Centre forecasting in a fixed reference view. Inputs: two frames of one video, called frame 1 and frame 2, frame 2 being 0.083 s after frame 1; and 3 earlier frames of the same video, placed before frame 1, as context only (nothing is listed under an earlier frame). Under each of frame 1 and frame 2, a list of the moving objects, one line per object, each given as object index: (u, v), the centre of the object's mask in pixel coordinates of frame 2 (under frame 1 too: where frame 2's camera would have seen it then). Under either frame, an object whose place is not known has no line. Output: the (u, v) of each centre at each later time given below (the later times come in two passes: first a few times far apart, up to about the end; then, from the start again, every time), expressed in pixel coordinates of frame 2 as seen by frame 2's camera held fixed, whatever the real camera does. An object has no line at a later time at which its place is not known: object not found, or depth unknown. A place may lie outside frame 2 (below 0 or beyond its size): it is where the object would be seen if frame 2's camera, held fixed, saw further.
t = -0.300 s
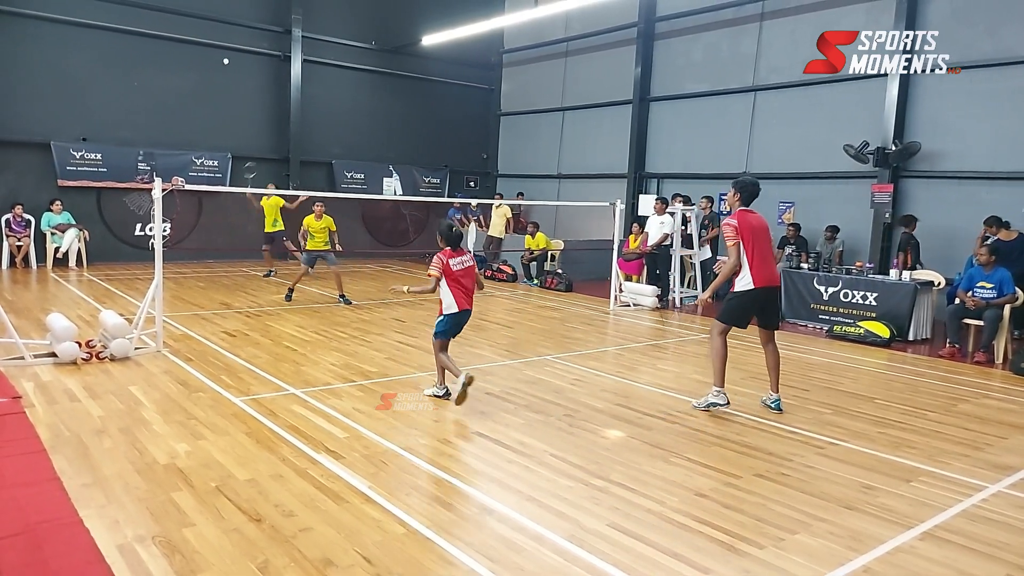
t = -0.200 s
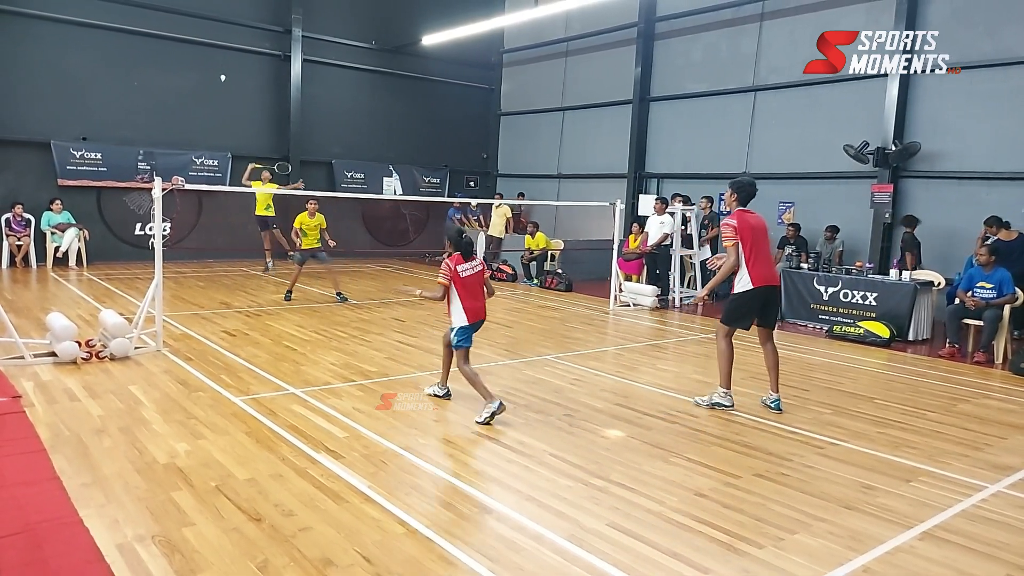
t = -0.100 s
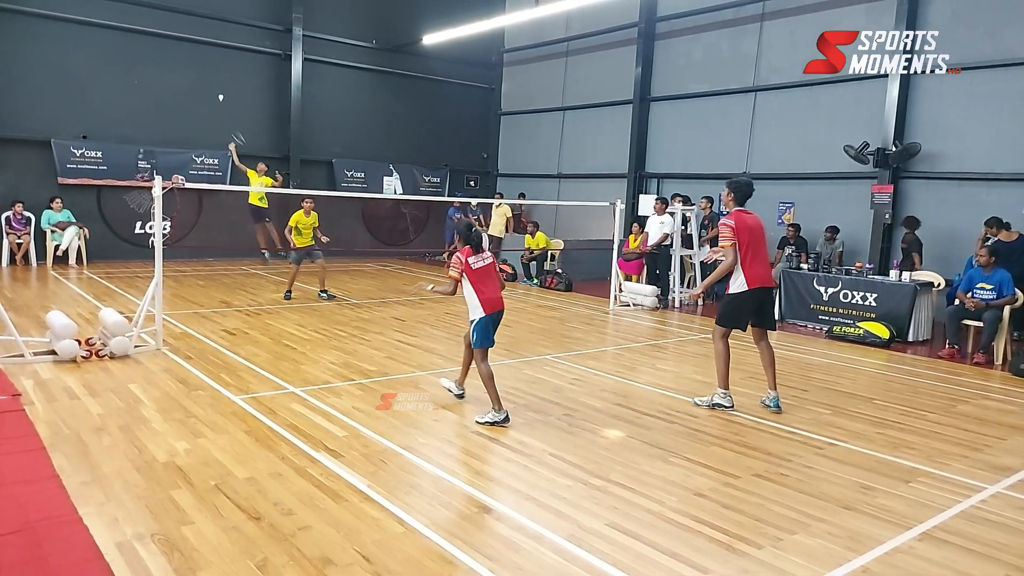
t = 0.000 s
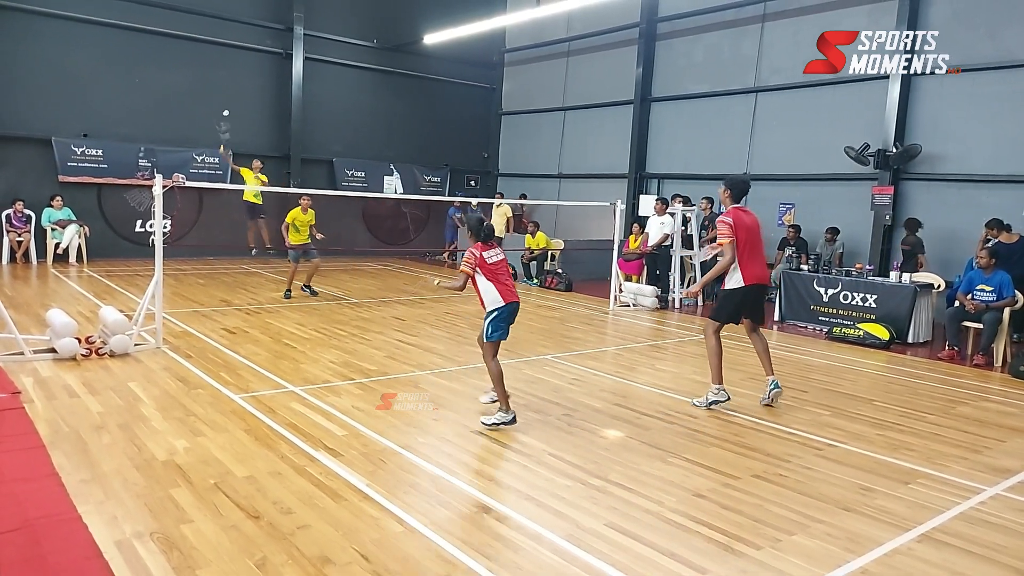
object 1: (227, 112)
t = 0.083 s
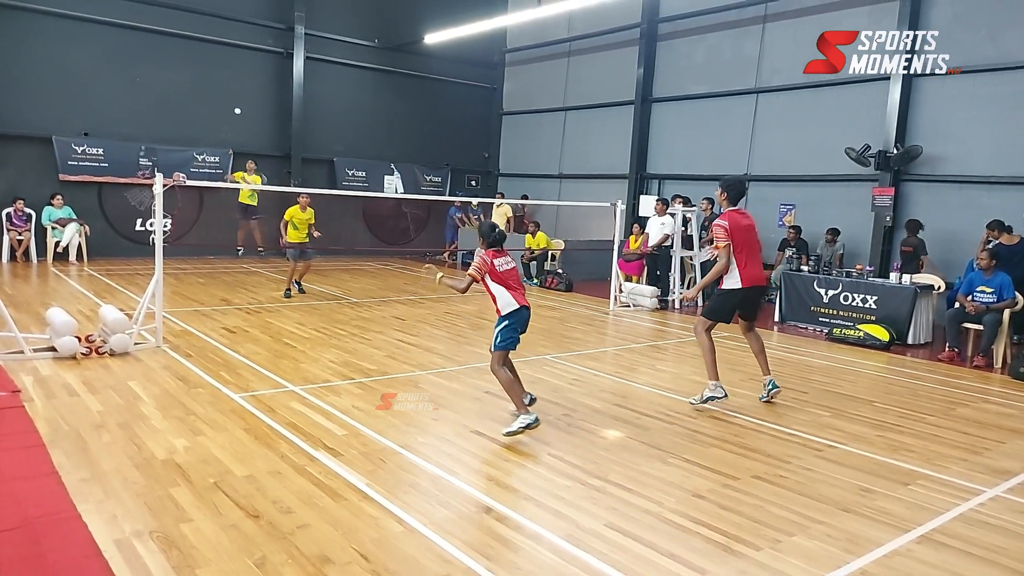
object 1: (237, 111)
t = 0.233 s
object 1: (258, 123)
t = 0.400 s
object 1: (276, 158)
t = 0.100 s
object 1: (240, 112)
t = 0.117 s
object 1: (242, 113)
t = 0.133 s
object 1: (244, 113)
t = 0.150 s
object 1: (247, 115)
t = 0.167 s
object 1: (249, 116)
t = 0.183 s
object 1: (251, 117)
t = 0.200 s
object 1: (253, 119)
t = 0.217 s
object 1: (255, 121)
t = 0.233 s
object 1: (258, 123)
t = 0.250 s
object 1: (259, 125)
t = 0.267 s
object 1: (262, 128)
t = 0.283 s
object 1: (263, 131)
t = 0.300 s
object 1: (265, 134)
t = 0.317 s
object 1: (267, 137)
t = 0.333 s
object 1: (269, 141)
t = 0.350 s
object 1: (271, 145)
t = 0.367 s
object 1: (273, 149)
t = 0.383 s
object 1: (274, 153)
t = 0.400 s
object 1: (276, 158)
